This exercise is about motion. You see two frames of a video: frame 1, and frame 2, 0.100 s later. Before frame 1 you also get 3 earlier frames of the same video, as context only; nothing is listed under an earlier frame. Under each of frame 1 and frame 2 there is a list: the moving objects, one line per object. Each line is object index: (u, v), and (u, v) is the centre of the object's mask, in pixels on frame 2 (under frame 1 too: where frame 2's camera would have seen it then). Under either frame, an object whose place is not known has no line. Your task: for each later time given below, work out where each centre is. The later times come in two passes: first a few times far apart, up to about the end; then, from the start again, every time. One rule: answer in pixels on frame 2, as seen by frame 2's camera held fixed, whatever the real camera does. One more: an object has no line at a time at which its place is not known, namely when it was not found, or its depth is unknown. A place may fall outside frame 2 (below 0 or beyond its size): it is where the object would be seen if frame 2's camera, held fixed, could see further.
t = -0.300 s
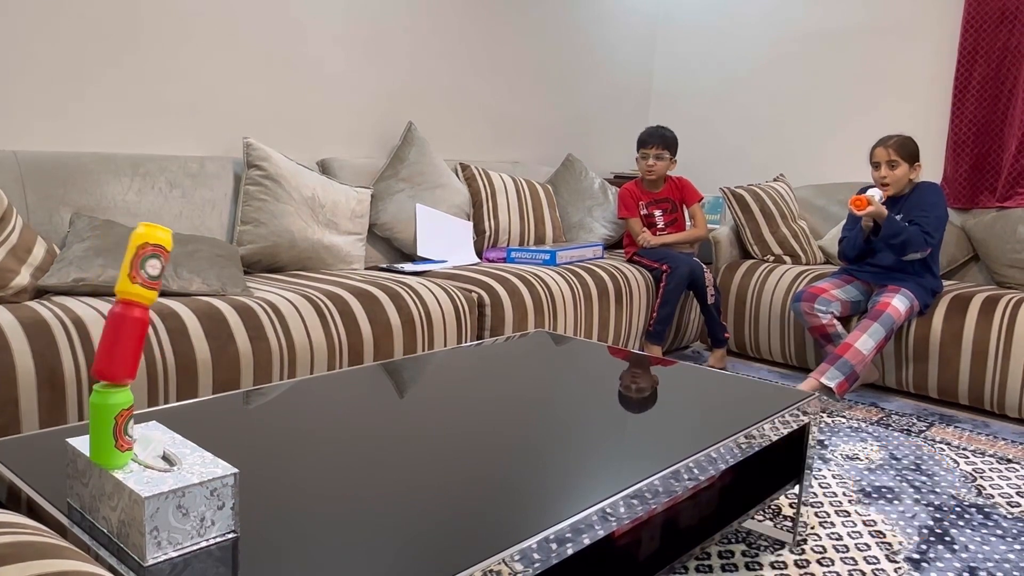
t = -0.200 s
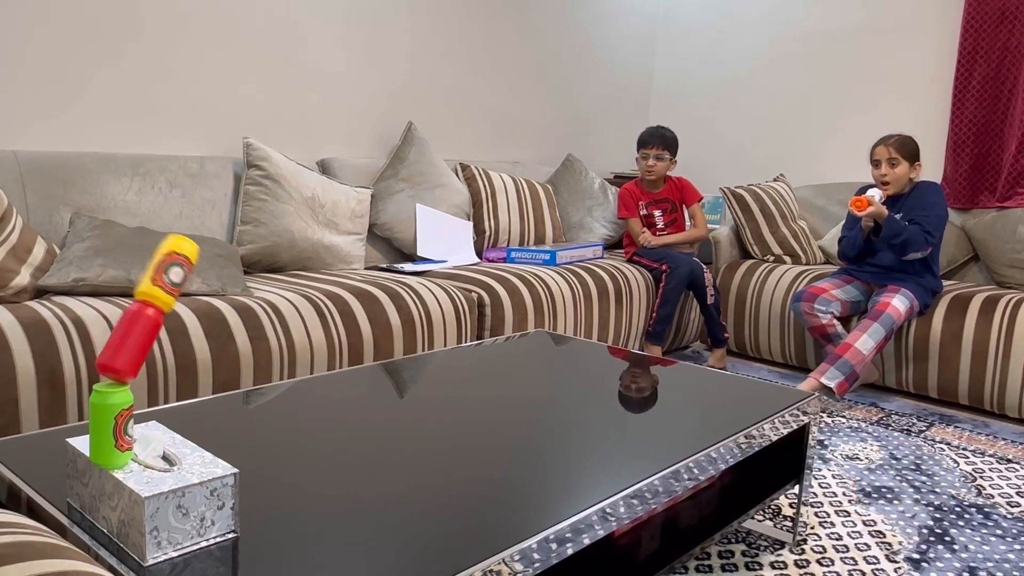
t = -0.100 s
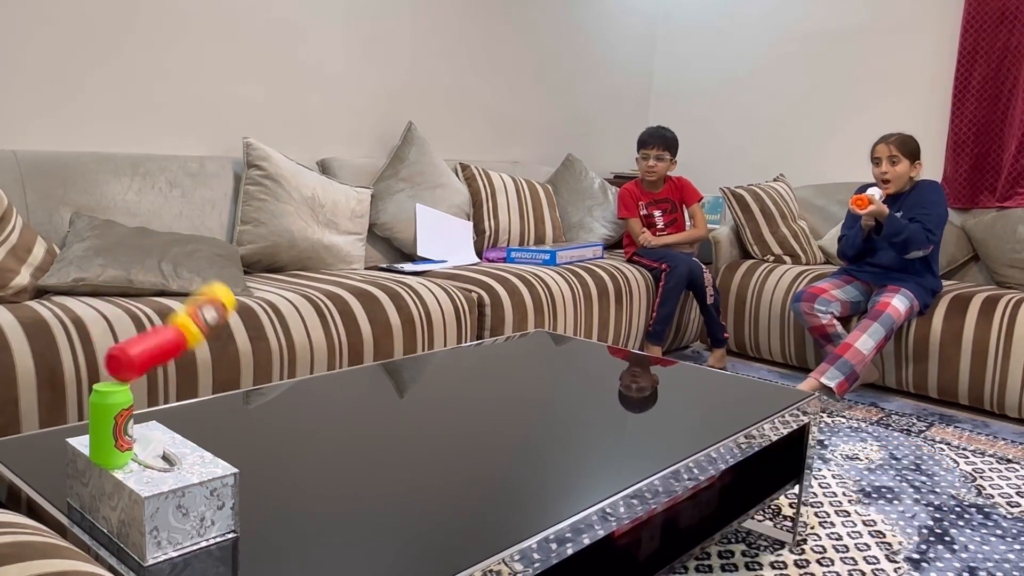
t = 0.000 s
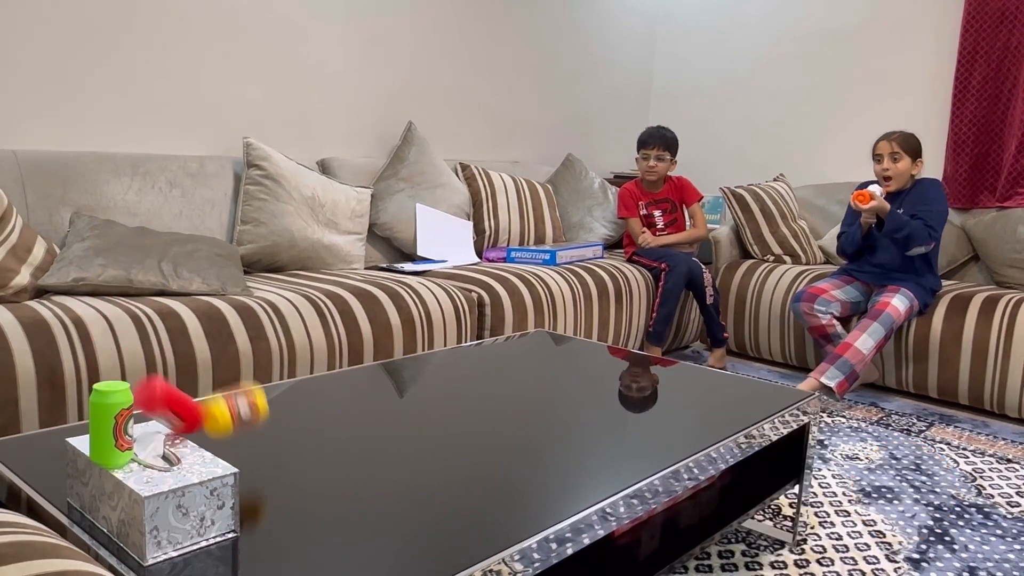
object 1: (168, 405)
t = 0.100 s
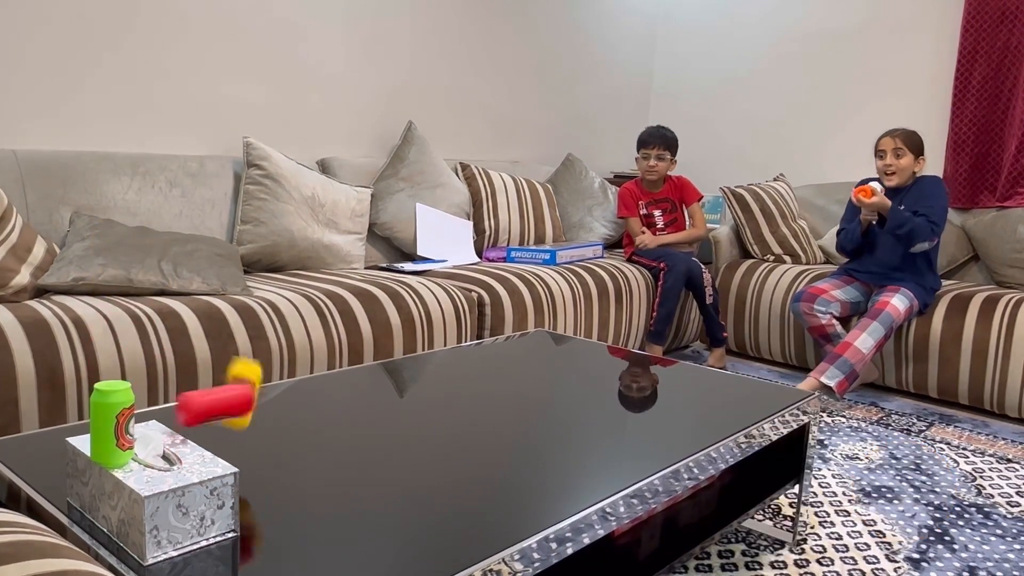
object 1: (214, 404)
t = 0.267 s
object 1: (265, 427)
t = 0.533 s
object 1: (320, 422)
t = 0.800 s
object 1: (348, 421)
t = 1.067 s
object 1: (382, 420)
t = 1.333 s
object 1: (404, 419)
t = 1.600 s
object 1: (424, 417)
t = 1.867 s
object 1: (452, 415)
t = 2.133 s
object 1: (475, 412)
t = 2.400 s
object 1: (488, 411)
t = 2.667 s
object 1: (499, 409)
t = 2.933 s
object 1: (517, 407)
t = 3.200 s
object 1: (541, 405)
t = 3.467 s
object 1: (553, 404)
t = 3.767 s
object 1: (555, 403)
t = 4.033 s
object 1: (549, 404)
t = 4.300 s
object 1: (533, 406)
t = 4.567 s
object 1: (512, 408)
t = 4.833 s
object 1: (502, 409)
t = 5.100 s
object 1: (503, 409)
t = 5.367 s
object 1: (513, 408)
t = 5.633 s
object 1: (534, 405)
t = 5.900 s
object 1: (546, 404)
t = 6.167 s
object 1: (546, 404)
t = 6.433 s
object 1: (534, 405)
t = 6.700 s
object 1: (516, 407)
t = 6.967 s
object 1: (507, 408)
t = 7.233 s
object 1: (511, 408)
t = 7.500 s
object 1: (526, 407)
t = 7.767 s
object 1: (540, 405)
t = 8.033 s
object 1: (544, 404)
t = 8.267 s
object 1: (537, 405)
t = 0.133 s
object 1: (227, 407)
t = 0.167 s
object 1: (241, 418)
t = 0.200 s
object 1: (254, 434)
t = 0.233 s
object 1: (264, 444)
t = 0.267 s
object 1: (265, 427)
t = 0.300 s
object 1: (272, 423)
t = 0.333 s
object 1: (282, 428)
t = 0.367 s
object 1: (290, 419)
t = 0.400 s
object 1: (297, 416)
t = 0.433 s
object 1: (304, 420)
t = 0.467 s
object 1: (310, 421)
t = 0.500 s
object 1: (316, 419)
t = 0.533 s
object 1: (320, 422)
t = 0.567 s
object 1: (325, 431)
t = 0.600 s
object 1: (329, 429)
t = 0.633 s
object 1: (332, 422)
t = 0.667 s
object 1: (334, 420)
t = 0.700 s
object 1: (337, 421)
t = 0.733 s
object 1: (341, 422)
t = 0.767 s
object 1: (344, 423)
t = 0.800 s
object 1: (348, 421)
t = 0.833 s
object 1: (352, 418)
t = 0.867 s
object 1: (357, 421)
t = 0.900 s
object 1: (361, 422)
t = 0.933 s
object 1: (365, 419)
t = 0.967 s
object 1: (370, 419)
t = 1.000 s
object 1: (374, 421)
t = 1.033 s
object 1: (378, 419)
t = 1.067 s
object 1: (382, 420)
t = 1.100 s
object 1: (385, 419)
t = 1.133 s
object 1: (389, 419)
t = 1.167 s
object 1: (392, 419)
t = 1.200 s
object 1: (395, 420)
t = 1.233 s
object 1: (398, 419)
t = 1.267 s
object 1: (400, 419)
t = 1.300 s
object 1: (402, 419)
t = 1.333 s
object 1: (404, 419)
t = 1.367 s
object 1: (407, 419)
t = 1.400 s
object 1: (409, 419)
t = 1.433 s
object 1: (411, 419)
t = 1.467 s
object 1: (414, 418)
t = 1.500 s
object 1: (416, 418)
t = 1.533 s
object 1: (418, 418)
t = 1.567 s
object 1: (421, 417)
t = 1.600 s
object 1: (424, 417)
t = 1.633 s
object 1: (427, 417)
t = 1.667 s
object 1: (430, 416)
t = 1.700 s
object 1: (433, 416)
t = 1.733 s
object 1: (436, 416)
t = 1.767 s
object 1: (440, 415)
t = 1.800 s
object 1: (444, 415)
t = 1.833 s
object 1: (448, 415)
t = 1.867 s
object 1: (452, 415)
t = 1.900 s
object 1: (456, 414)
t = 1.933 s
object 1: (459, 414)
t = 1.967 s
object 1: (462, 413)
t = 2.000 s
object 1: (466, 413)
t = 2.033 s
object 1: (468, 412)
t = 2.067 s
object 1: (471, 412)
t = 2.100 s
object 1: (473, 412)
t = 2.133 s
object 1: (475, 412)
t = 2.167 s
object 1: (477, 412)
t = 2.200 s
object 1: (479, 411)
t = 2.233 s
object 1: (481, 411)
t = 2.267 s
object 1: (482, 411)
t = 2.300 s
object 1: (483, 411)
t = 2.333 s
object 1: (485, 411)
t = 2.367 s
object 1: (486, 411)
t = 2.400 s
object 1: (488, 411)
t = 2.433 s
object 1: (489, 410)
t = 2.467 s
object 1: (490, 411)
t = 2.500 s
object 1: (492, 410)
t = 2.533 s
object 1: (493, 410)
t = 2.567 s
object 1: (494, 410)
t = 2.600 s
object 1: (496, 410)
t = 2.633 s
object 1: (498, 409)
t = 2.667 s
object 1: (499, 409)
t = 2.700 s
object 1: (501, 409)
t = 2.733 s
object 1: (503, 409)
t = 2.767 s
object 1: (505, 409)
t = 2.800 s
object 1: (507, 408)
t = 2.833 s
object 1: (509, 408)
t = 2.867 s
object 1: (512, 408)
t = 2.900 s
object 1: (514, 408)
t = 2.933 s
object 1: (517, 407)
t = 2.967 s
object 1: (520, 407)
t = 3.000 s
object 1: (524, 407)
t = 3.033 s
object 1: (527, 406)
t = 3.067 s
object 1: (530, 406)
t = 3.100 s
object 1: (533, 406)
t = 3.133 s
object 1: (536, 405)
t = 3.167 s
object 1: (538, 405)
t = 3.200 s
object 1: (541, 405)
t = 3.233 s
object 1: (543, 404)
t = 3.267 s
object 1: (545, 404)
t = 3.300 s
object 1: (547, 404)
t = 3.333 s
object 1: (548, 404)
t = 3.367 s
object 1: (550, 404)
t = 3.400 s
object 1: (551, 403)
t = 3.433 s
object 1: (552, 404)
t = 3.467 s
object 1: (553, 404)
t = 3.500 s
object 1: (553, 404)
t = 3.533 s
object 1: (554, 404)
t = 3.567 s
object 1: (554, 404)
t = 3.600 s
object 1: (555, 403)
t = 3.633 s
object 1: (555, 403)
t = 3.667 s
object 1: (555, 403)
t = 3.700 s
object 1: (555, 403)
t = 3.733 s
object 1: (555, 403)
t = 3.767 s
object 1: (555, 403)
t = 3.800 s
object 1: (554, 403)
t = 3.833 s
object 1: (554, 403)
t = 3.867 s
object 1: (554, 403)
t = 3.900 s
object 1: (553, 404)
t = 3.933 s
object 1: (552, 403)
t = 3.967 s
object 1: (551, 404)
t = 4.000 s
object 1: (550, 404)
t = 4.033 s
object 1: (549, 404)
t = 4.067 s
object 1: (548, 404)
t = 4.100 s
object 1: (546, 405)
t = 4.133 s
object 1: (544, 404)
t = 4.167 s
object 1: (542, 405)
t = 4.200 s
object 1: (540, 405)
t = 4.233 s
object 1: (538, 405)
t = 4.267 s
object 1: (535, 406)
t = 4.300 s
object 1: (533, 406)
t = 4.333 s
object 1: (530, 406)
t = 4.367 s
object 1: (527, 406)
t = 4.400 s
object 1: (524, 407)
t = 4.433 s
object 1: (522, 407)
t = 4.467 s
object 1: (519, 407)
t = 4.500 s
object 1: (516, 407)
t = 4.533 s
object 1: (514, 408)
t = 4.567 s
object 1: (512, 408)
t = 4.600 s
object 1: (510, 408)
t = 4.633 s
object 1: (508, 409)
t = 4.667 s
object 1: (507, 408)
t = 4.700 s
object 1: (505, 409)
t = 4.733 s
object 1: (504, 409)
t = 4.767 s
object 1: (503, 409)
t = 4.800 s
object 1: (502, 409)
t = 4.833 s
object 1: (502, 409)
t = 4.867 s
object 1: (501, 409)
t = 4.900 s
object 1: (501, 409)
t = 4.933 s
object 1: (501, 409)
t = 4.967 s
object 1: (501, 409)
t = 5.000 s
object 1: (501, 409)
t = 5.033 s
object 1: (502, 409)
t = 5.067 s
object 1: (502, 409)
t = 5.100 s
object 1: (503, 409)
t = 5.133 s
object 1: (503, 409)
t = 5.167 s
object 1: (504, 409)
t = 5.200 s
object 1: (505, 408)
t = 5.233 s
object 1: (507, 408)
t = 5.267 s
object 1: (508, 408)
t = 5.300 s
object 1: (510, 408)
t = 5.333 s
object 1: (512, 408)
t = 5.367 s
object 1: (513, 408)
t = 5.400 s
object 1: (516, 407)
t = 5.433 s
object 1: (518, 407)
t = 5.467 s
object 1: (521, 407)
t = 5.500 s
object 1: (523, 407)
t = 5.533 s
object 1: (526, 406)
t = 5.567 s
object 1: (528, 406)
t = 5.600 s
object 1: (531, 406)
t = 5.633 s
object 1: (534, 405)
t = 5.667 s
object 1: (536, 405)
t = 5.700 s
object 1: (538, 405)
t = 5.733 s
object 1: (540, 405)
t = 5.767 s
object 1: (542, 405)
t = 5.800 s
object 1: (543, 404)
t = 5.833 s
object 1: (544, 404)
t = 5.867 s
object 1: (545, 404)
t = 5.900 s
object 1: (546, 404)
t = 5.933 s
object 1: (547, 404)
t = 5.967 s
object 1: (548, 404)
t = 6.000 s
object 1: (548, 404)
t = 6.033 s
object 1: (548, 404)
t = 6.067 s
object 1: (548, 404)
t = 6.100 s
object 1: (547, 404)
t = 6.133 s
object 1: (547, 404)
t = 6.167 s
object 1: (546, 404)
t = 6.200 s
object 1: (545, 404)
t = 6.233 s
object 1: (544, 404)
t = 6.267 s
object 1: (543, 404)
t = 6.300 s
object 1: (541, 405)
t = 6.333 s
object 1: (540, 405)
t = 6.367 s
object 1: (538, 405)
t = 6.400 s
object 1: (536, 405)
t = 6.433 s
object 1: (534, 405)
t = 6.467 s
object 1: (532, 406)
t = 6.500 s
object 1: (530, 406)
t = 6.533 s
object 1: (527, 407)
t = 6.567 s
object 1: (525, 407)
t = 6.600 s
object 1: (522, 407)
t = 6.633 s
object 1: (520, 407)
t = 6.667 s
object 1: (518, 407)
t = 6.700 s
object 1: (516, 407)
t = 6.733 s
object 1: (514, 408)
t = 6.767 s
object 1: (513, 408)
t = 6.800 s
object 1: (511, 408)
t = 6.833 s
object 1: (510, 408)
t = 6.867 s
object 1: (509, 409)
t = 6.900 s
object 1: (508, 409)
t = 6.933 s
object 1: (508, 408)
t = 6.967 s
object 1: (507, 408)
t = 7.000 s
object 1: (507, 409)
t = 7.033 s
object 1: (507, 409)
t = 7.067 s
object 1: (507, 408)
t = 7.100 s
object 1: (507, 409)
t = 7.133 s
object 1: (508, 408)
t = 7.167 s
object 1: (509, 408)
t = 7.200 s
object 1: (510, 408)
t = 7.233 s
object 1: (511, 408)
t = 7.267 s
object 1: (512, 408)
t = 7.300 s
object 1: (514, 408)
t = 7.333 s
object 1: (515, 408)
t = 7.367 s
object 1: (517, 408)
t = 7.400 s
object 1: (519, 407)
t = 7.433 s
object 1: (521, 407)
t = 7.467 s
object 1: (524, 407)
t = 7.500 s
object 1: (526, 407)
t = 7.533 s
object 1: (528, 406)
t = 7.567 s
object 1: (530, 406)
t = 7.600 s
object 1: (532, 406)
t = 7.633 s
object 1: (534, 406)
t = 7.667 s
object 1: (536, 405)
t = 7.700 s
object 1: (538, 405)
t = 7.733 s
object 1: (539, 405)
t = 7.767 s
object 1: (540, 405)
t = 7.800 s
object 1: (541, 405)
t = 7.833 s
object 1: (542, 405)
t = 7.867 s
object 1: (543, 405)
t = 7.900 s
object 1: (544, 404)
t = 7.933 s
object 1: (544, 404)
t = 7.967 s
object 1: (544, 404)
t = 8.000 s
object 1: (544, 404)
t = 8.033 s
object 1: (544, 404)
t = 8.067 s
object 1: (544, 404)
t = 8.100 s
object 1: (543, 404)
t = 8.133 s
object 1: (542, 405)
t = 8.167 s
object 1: (541, 405)
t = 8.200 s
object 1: (540, 405)
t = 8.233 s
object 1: (538, 405)
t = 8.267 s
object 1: (537, 405)
